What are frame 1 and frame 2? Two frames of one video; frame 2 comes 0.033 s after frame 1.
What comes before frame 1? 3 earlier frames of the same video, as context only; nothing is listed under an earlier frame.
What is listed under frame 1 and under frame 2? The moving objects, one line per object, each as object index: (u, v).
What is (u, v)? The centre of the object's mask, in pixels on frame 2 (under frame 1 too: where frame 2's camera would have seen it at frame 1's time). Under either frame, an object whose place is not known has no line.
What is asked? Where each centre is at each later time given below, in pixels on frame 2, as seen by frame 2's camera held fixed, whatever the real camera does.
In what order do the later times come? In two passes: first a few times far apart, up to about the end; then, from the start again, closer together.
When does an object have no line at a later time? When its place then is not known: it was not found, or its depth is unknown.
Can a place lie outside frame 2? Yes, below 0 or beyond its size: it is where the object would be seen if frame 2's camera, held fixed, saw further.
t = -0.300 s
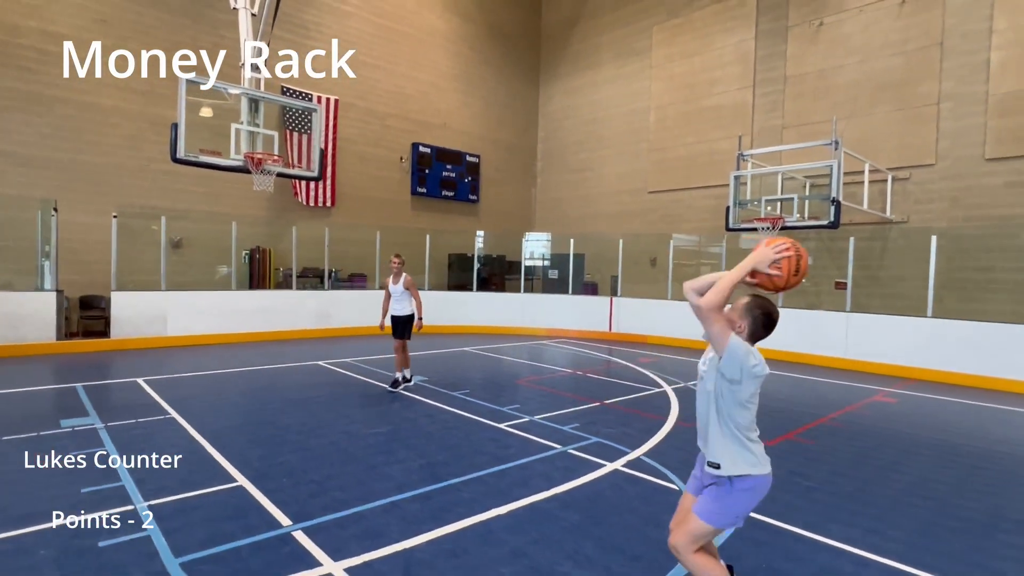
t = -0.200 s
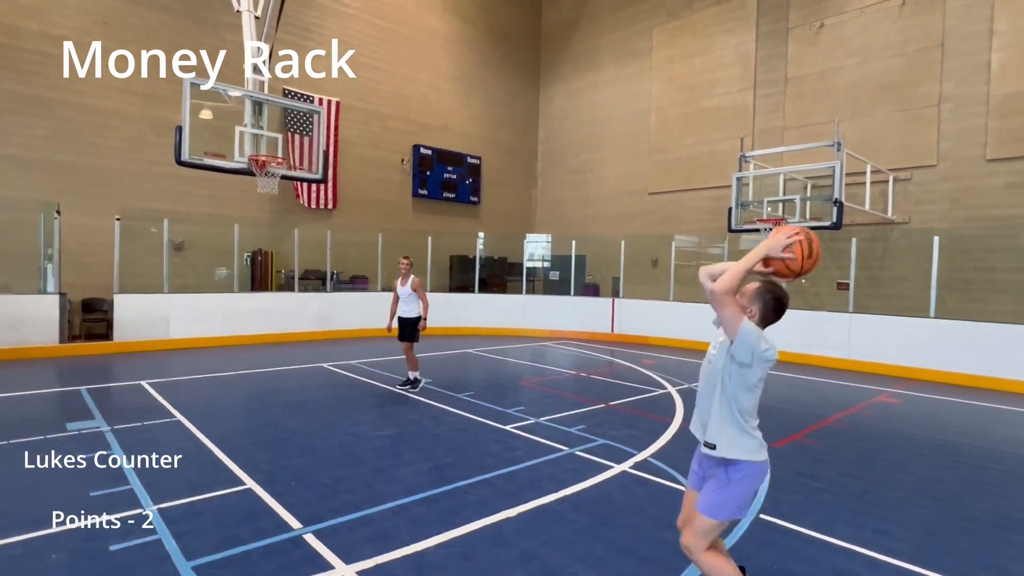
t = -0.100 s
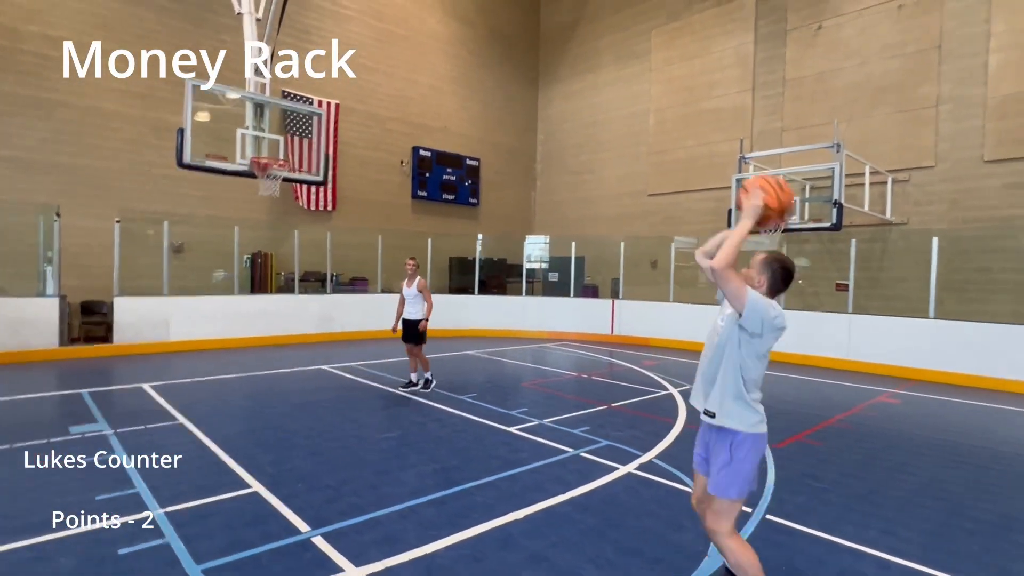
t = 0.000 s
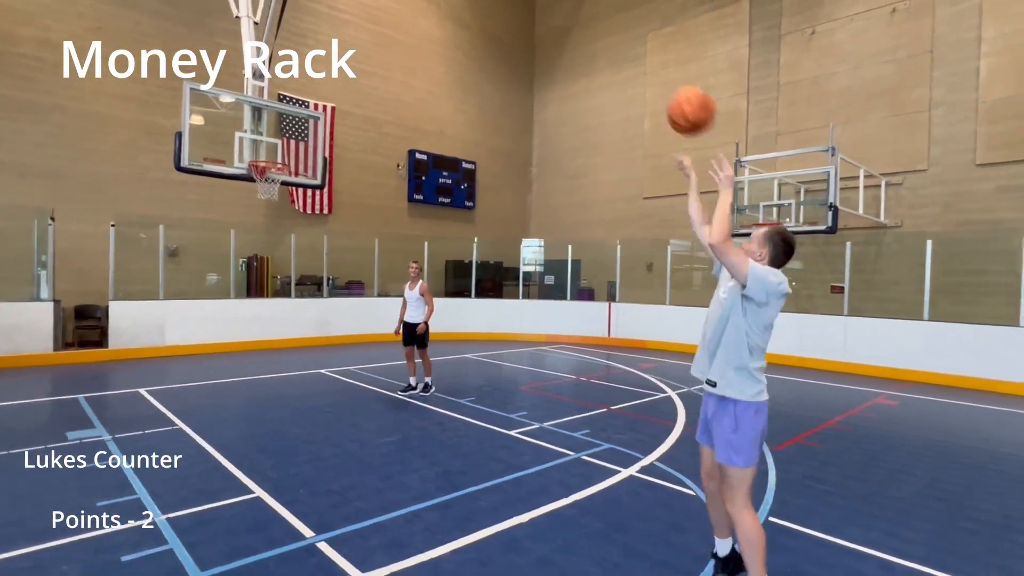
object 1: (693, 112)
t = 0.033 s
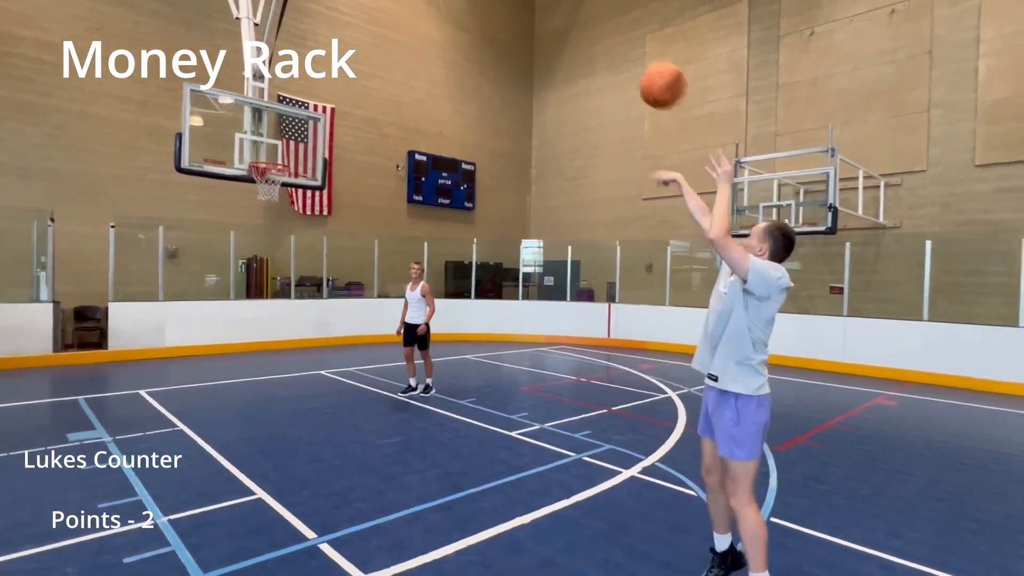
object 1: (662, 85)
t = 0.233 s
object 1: (533, 4)
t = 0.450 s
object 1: (438, -5)
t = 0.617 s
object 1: (384, 13)
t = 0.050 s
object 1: (648, 73)
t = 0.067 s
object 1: (634, 62)
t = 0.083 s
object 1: (621, 52)
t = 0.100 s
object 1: (609, 43)
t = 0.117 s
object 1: (597, 35)
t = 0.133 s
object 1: (587, 28)
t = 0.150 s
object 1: (576, 21)
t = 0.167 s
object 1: (565, 15)
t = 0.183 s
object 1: (557, 11)
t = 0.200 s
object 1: (548, 8)
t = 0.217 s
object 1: (541, 6)
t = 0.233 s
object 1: (533, 4)
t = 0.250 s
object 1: (526, 2)
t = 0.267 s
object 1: (518, 1)
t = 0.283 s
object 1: (511, -1)
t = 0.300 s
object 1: (503, -2)
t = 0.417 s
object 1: (450, -5)
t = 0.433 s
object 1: (444, -5)
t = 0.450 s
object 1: (438, -5)
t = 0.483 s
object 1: (426, -4)
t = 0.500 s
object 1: (420, -3)
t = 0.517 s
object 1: (415, -2)
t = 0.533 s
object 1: (409, -1)
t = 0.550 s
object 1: (404, 0)
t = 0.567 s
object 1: (398, 3)
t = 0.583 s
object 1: (394, 6)
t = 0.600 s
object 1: (389, 9)
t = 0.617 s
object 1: (384, 13)
